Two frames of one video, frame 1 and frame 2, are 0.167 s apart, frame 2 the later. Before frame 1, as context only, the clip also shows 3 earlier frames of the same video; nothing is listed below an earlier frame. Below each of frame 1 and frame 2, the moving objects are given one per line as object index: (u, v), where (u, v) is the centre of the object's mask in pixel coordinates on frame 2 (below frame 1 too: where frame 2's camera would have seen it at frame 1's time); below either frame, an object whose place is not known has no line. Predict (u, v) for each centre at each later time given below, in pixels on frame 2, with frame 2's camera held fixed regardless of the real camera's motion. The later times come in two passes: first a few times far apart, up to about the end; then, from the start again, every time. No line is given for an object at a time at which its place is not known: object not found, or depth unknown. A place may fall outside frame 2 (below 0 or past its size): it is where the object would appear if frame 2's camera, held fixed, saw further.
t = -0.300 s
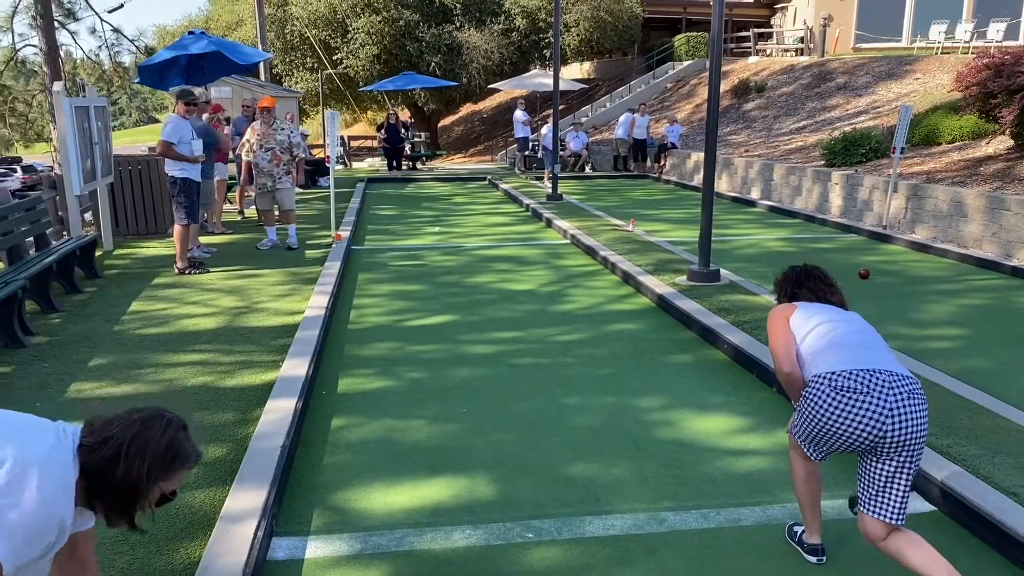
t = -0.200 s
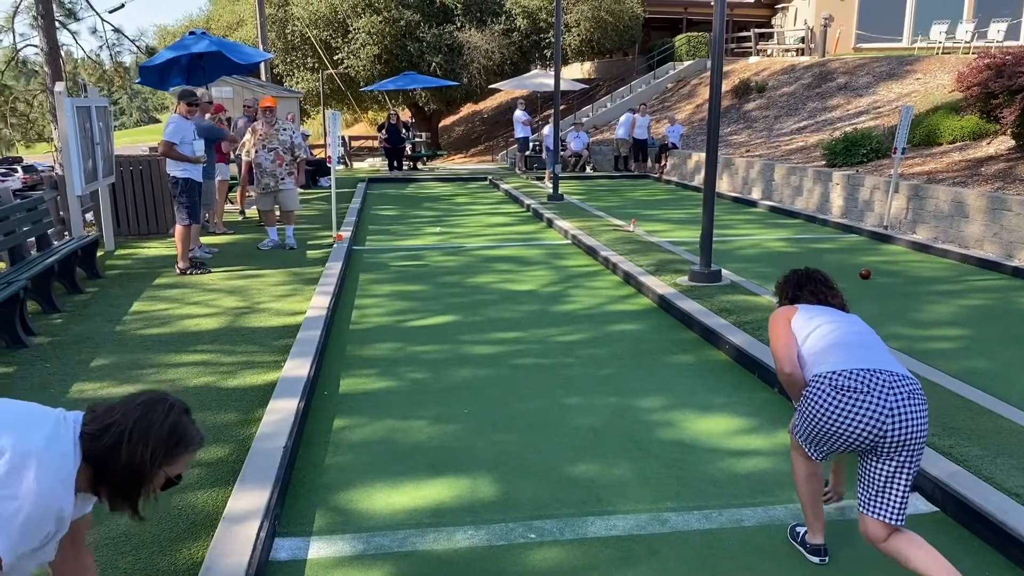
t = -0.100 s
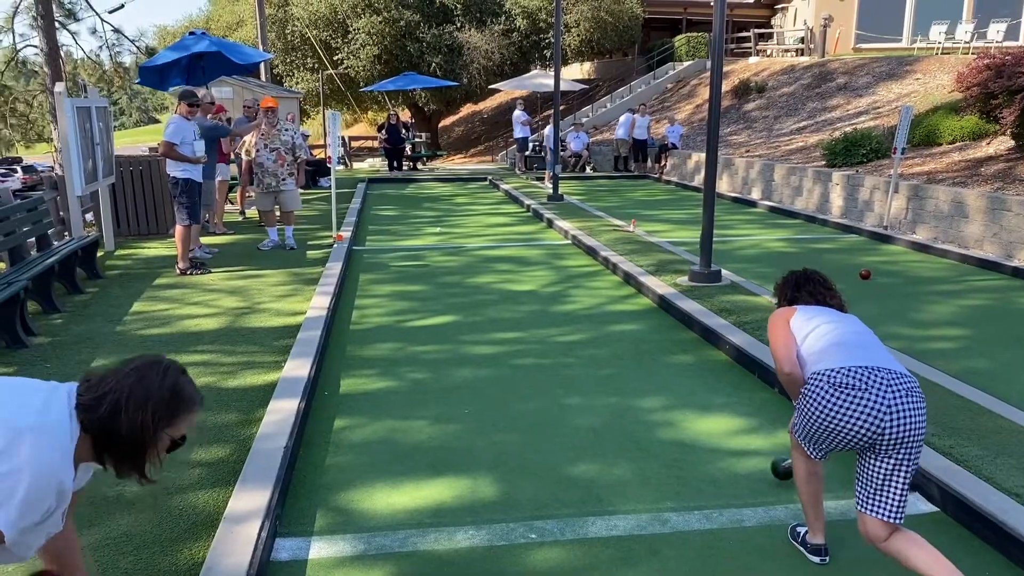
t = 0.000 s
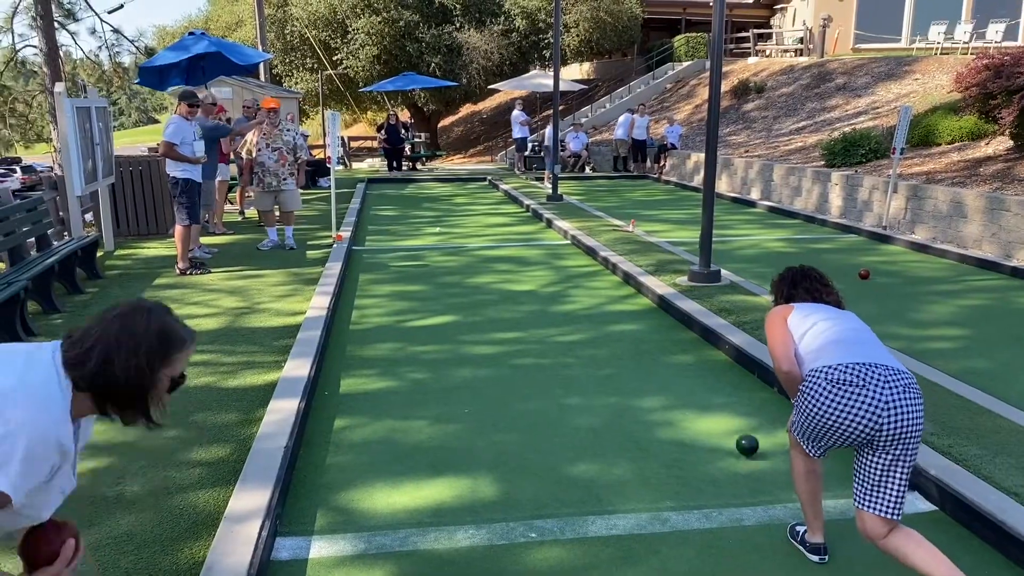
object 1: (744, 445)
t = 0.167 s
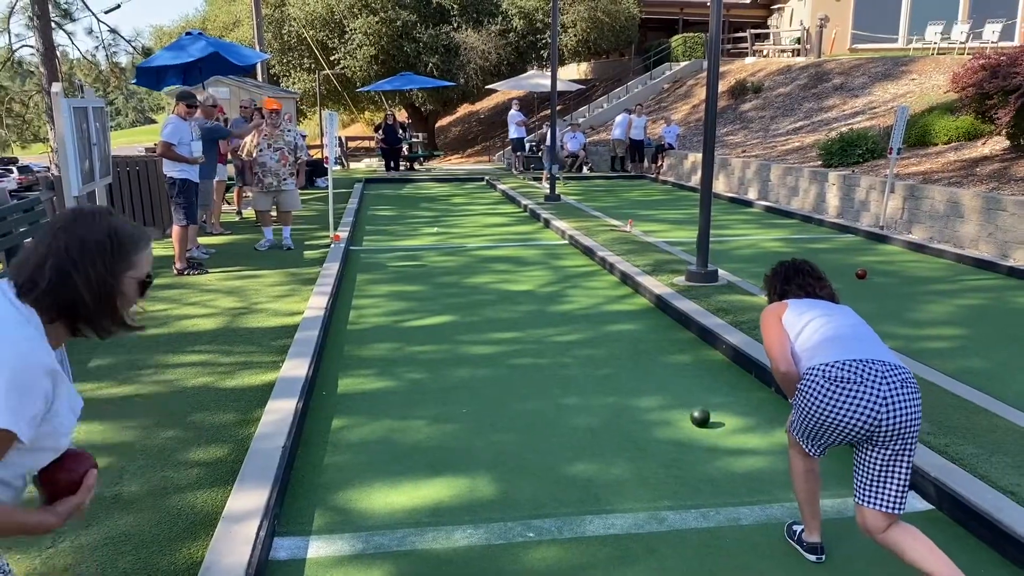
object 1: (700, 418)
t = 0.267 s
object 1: (677, 403)
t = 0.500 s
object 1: (633, 373)
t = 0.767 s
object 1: (594, 346)
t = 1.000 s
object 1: (566, 328)
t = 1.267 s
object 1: (541, 311)
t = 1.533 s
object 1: (519, 296)
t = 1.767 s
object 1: (503, 286)
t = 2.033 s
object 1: (488, 276)
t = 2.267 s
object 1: (476, 268)
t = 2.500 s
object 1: (465, 261)
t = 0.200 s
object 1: (692, 413)
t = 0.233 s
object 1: (685, 408)
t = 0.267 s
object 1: (677, 403)
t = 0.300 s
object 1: (671, 399)
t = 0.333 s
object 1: (664, 394)
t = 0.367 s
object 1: (657, 389)
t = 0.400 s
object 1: (651, 385)
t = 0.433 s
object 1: (645, 381)
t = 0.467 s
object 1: (639, 377)
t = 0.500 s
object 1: (633, 373)
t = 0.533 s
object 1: (628, 369)
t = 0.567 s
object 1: (622, 365)
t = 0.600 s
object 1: (617, 362)
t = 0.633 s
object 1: (612, 359)
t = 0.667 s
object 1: (607, 355)
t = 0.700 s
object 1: (603, 352)
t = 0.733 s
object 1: (598, 349)
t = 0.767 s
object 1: (594, 346)
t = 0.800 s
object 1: (589, 343)
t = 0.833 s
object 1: (586, 341)
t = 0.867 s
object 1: (581, 338)
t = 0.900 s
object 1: (578, 335)
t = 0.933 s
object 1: (574, 332)
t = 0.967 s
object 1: (570, 330)
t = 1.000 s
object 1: (566, 328)
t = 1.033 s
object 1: (563, 326)
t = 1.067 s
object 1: (560, 323)
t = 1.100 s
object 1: (556, 321)
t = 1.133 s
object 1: (553, 319)
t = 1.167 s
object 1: (550, 317)
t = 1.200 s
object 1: (547, 315)
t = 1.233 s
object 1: (544, 312)
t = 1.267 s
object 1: (541, 311)
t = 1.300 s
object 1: (538, 309)
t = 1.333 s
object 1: (535, 307)
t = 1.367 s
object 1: (532, 305)
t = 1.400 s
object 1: (530, 303)
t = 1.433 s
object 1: (527, 301)
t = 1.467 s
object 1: (524, 300)
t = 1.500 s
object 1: (522, 298)
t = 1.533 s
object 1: (519, 296)
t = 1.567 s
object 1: (517, 294)
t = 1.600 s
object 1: (515, 293)
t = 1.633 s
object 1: (512, 291)
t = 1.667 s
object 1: (510, 290)
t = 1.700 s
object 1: (508, 288)
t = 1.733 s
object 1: (506, 287)
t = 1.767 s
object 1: (503, 286)
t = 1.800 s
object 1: (501, 285)
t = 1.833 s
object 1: (500, 283)
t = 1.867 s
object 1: (498, 282)
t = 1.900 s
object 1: (495, 280)
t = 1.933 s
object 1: (493, 279)
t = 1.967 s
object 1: (492, 278)
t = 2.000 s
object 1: (490, 277)
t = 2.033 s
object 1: (488, 276)
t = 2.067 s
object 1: (486, 274)
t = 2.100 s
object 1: (484, 273)
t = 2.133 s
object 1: (483, 272)
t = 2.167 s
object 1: (481, 271)
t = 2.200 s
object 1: (479, 270)
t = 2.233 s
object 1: (477, 269)
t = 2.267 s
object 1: (476, 268)
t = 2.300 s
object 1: (475, 267)
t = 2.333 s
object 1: (473, 265)
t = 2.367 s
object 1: (471, 265)
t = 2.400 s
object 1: (470, 264)
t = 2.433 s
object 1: (468, 263)
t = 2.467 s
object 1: (467, 262)
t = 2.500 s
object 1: (465, 261)
